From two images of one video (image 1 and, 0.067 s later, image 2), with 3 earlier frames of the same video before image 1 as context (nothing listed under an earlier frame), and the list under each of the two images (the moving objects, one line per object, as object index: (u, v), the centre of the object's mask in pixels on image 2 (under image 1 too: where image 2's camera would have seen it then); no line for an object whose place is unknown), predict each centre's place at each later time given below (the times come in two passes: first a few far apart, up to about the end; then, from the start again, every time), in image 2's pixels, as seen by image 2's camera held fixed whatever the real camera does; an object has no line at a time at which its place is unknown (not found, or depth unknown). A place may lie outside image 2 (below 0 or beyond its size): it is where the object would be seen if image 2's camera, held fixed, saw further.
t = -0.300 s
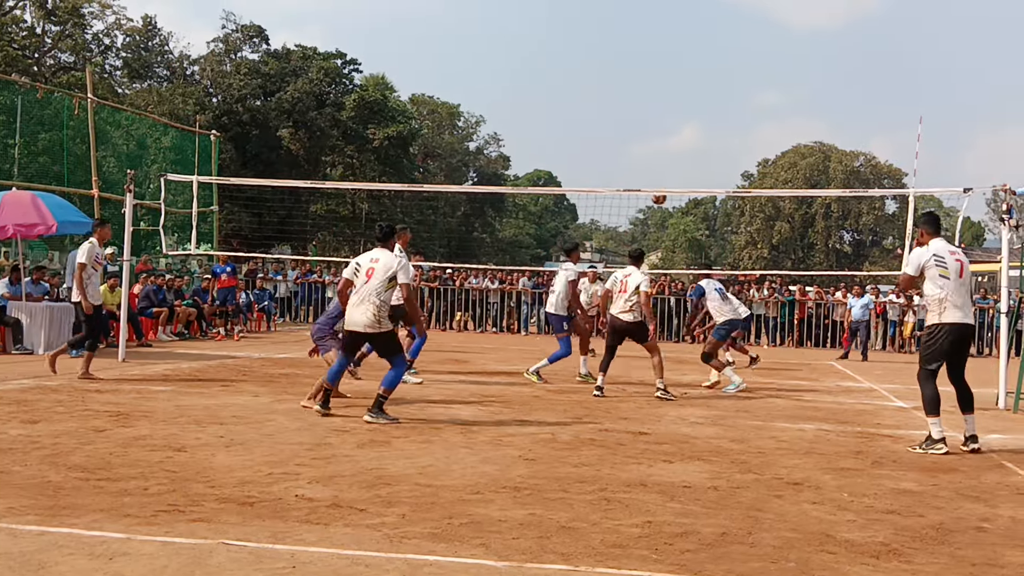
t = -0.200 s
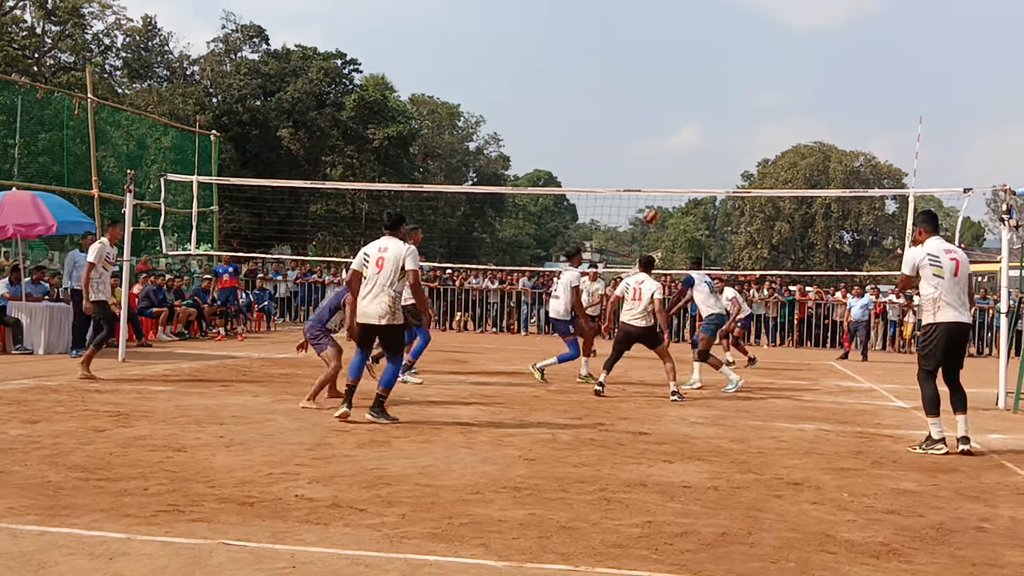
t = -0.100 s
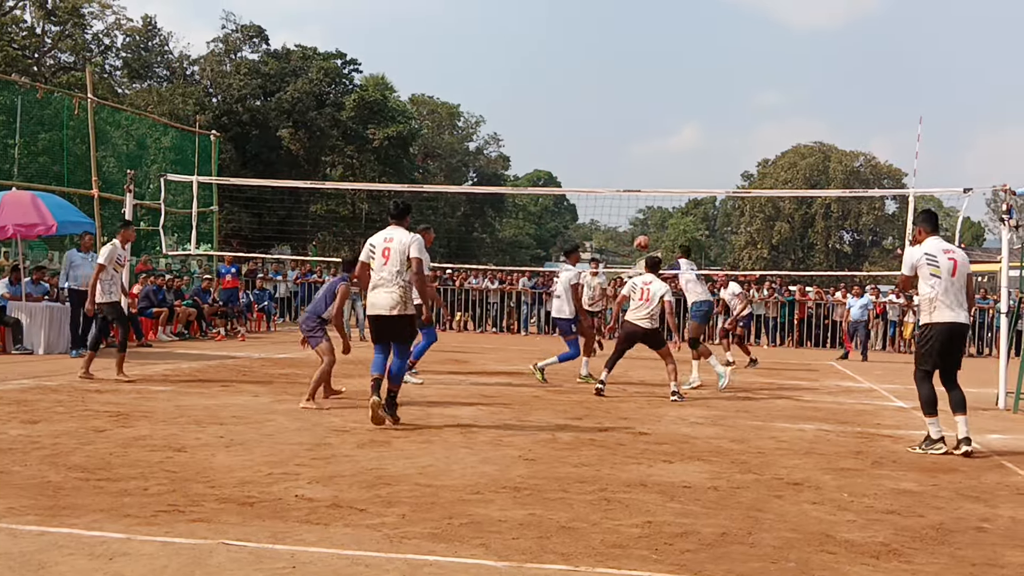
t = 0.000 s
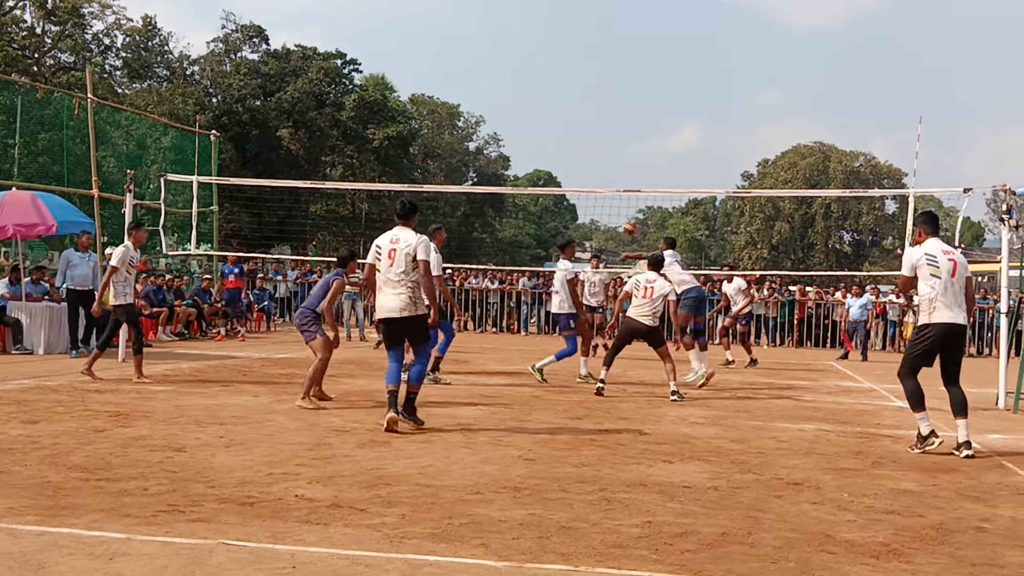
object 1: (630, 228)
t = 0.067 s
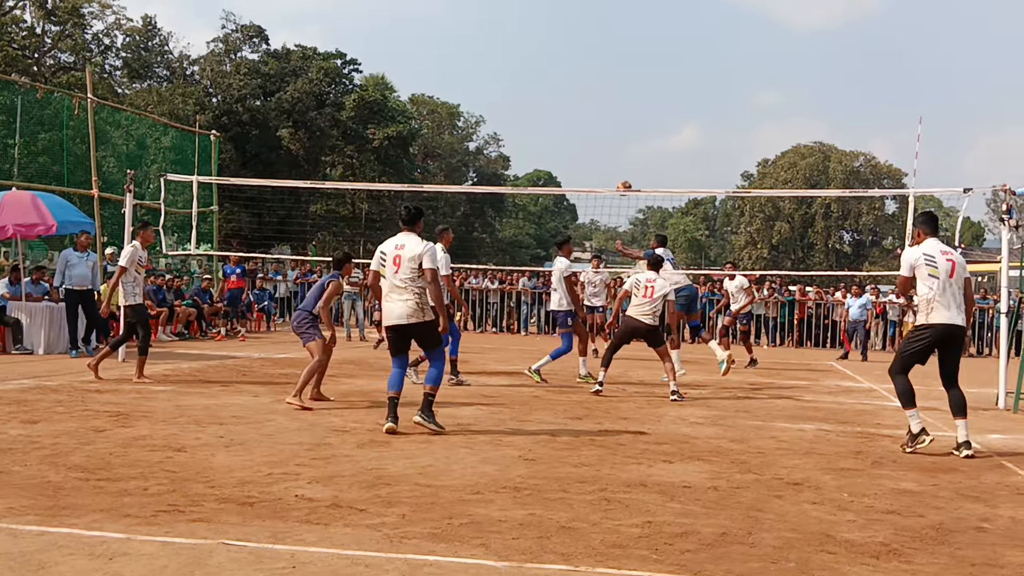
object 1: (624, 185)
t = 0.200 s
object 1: (610, 121)
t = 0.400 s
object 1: (589, 49)
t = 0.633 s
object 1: (565, 6)
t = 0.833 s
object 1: (545, 1)
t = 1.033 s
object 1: (525, 17)
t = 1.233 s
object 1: (505, 60)
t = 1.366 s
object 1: (492, 100)
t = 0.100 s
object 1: (620, 170)
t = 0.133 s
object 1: (617, 153)
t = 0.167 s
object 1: (613, 137)
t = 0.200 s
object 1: (610, 121)
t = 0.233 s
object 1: (606, 107)
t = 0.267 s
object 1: (603, 94)
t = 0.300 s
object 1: (599, 81)
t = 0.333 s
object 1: (596, 70)
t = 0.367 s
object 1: (593, 59)
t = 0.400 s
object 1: (589, 49)
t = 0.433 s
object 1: (586, 41)
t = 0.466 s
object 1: (582, 33)
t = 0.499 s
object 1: (579, 26)
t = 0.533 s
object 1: (575, 19)
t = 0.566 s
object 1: (572, 14)
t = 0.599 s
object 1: (568, 9)
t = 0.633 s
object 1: (565, 6)
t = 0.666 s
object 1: (562, 4)
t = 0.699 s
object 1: (558, 2)
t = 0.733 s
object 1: (555, 1)
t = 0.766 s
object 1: (551, 1)
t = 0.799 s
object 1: (548, 1)
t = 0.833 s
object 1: (545, 1)
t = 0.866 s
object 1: (541, 2)
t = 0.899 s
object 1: (538, 3)
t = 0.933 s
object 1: (535, 5)
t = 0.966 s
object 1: (532, 7)
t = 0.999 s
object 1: (528, 13)
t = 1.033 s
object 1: (525, 17)
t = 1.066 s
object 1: (521, 23)
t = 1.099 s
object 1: (518, 29)
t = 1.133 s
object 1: (515, 36)
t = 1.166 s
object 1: (512, 43)
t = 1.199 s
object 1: (508, 51)
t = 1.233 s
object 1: (505, 60)
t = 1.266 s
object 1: (502, 69)
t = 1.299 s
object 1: (498, 78)
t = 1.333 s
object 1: (495, 89)
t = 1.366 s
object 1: (492, 100)
